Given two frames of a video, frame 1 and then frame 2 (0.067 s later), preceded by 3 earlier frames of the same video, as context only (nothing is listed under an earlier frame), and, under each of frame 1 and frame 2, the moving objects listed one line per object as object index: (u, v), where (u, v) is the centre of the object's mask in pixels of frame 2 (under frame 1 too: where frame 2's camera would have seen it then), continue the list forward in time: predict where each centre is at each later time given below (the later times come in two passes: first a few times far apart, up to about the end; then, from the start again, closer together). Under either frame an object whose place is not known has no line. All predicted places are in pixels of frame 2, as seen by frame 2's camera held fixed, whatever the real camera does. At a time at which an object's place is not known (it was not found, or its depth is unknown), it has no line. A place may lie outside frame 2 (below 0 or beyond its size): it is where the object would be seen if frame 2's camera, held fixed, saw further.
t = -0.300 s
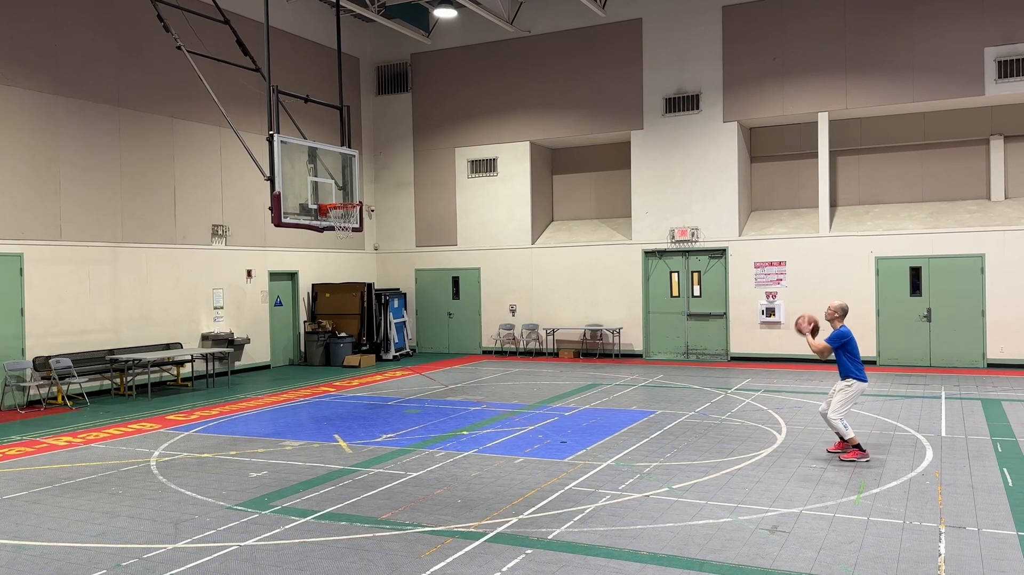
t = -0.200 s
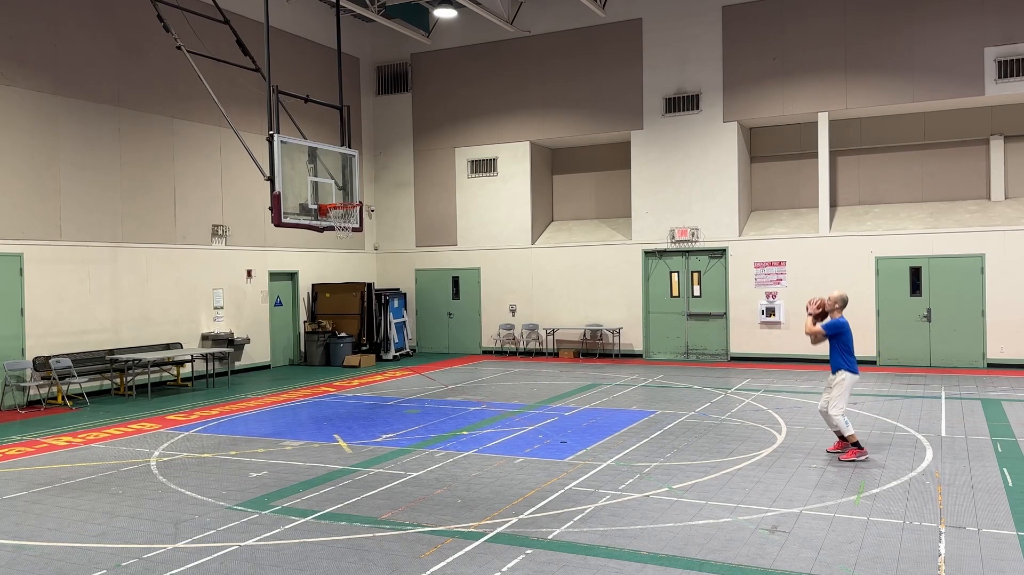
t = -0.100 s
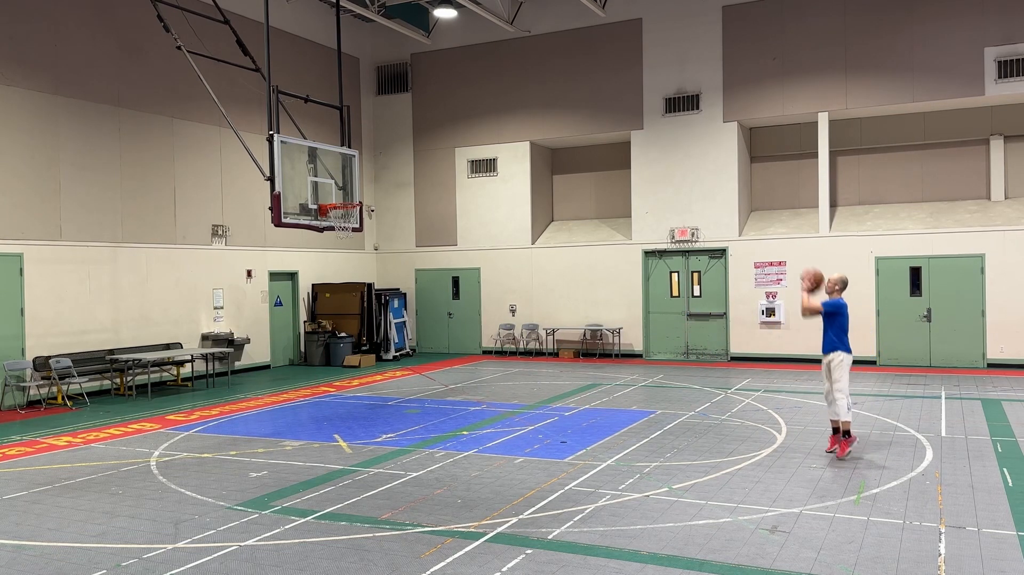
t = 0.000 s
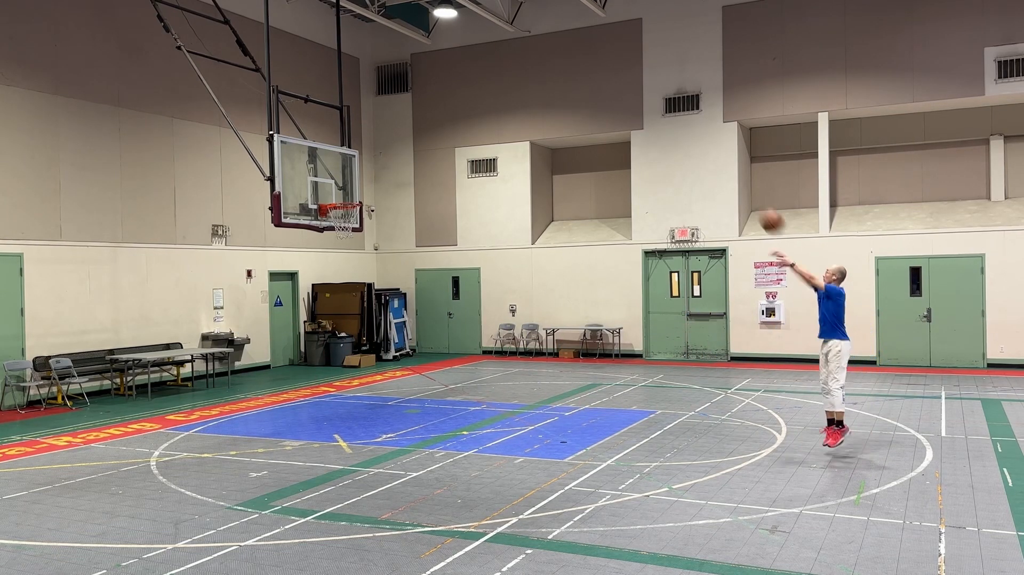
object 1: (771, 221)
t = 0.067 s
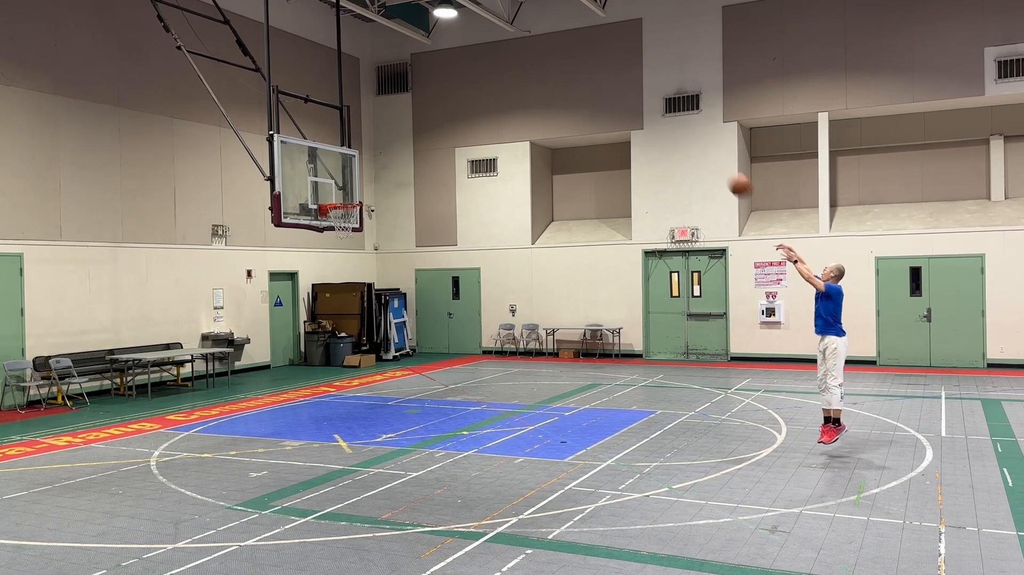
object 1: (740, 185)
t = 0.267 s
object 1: (653, 106)
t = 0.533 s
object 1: (555, 61)
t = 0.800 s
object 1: (470, 74)
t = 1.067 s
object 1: (398, 132)
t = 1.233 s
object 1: (358, 188)
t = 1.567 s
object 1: (331, 250)
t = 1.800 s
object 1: (339, 318)
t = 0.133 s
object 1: (709, 154)
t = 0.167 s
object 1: (695, 140)
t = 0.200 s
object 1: (680, 128)
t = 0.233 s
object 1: (666, 117)
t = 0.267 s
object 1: (653, 106)
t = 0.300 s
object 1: (640, 97)
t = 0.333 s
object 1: (627, 89)
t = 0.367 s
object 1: (614, 82)
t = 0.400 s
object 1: (601, 76)
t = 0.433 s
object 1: (589, 71)
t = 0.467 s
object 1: (578, 67)
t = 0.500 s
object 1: (566, 64)
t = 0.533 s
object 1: (555, 61)
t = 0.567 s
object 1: (543, 60)
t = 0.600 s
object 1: (532, 60)
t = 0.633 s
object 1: (522, 60)
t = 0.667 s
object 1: (511, 61)
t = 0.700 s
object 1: (500, 63)
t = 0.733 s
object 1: (490, 66)
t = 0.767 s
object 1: (480, 69)
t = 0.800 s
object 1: (470, 74)
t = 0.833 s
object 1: (461, 79)
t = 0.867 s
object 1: (451, 84)
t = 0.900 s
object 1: (442, 90)
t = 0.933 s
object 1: (432, 97)
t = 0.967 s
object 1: (423, 105)
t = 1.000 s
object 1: (415, 113)
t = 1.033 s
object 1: (407, 122)
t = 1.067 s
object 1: (398, 132)
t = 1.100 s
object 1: (390, 142)
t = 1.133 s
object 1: (382, 153)
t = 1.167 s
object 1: (374, 165)
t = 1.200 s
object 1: (366, 176)
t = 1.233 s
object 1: (358, 188)
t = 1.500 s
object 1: (329, 238)
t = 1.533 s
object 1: (330, 244)
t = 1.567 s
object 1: (331, 250)
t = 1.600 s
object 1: (332, 258)
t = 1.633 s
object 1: (333, 266)
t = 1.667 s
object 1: (334, 274)
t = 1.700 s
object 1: (336, 285)
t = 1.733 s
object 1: (337, 295)
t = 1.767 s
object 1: (338, 305)
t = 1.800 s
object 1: (339, 318)
